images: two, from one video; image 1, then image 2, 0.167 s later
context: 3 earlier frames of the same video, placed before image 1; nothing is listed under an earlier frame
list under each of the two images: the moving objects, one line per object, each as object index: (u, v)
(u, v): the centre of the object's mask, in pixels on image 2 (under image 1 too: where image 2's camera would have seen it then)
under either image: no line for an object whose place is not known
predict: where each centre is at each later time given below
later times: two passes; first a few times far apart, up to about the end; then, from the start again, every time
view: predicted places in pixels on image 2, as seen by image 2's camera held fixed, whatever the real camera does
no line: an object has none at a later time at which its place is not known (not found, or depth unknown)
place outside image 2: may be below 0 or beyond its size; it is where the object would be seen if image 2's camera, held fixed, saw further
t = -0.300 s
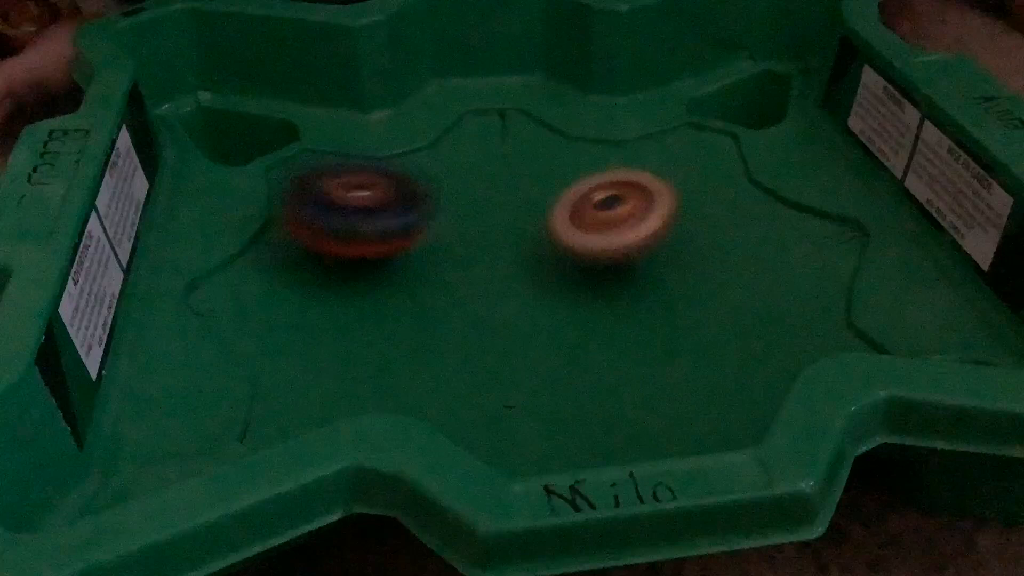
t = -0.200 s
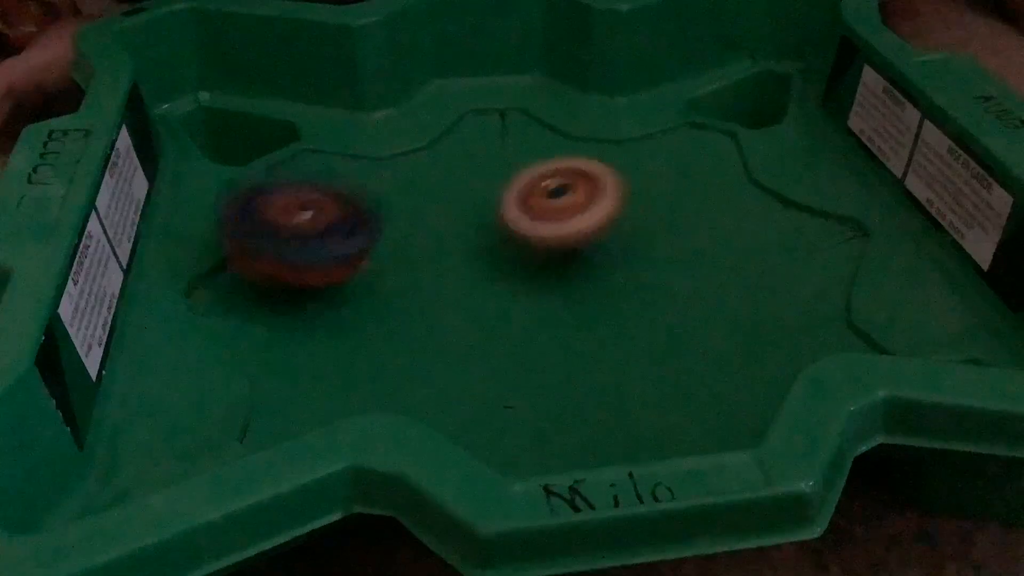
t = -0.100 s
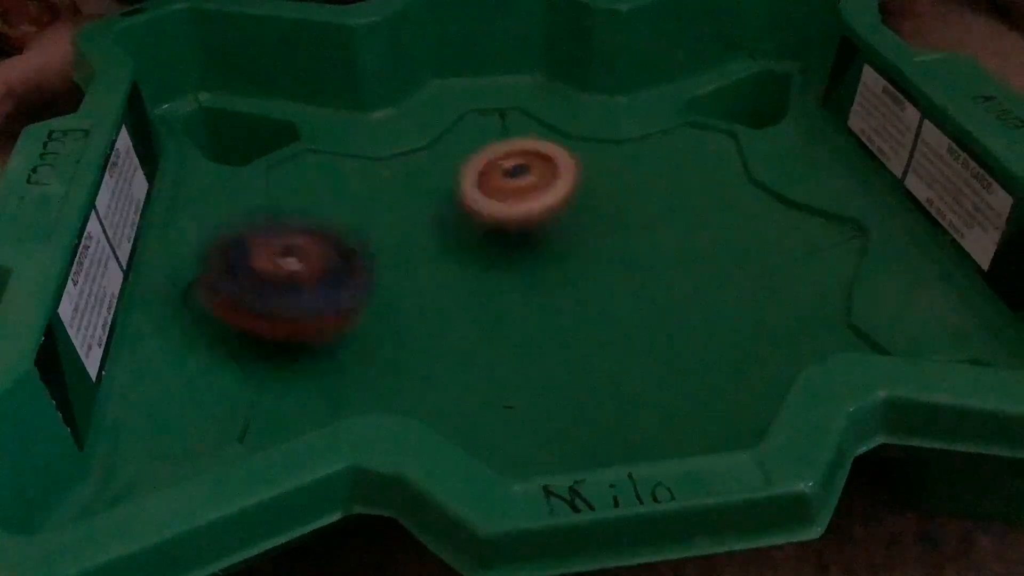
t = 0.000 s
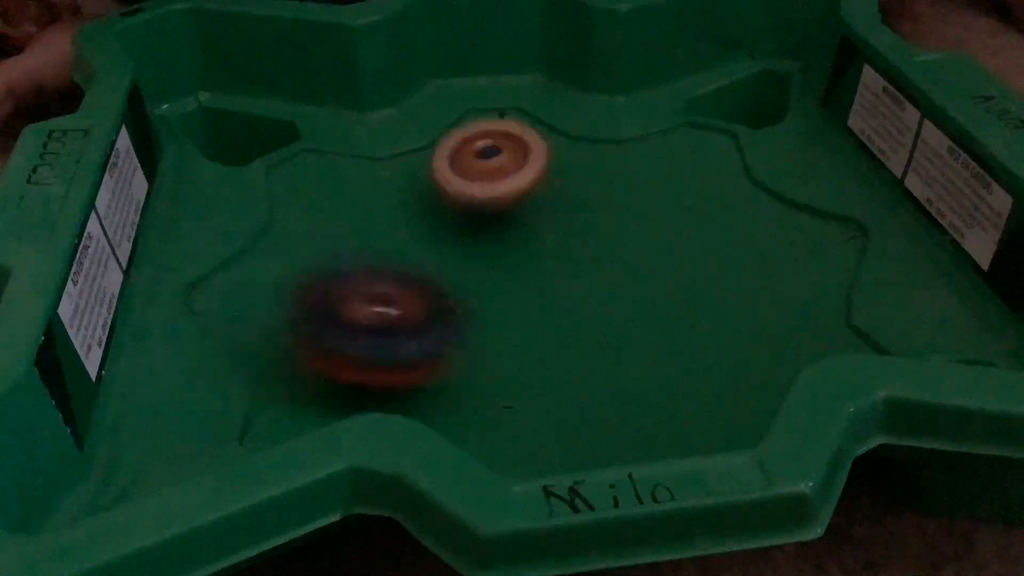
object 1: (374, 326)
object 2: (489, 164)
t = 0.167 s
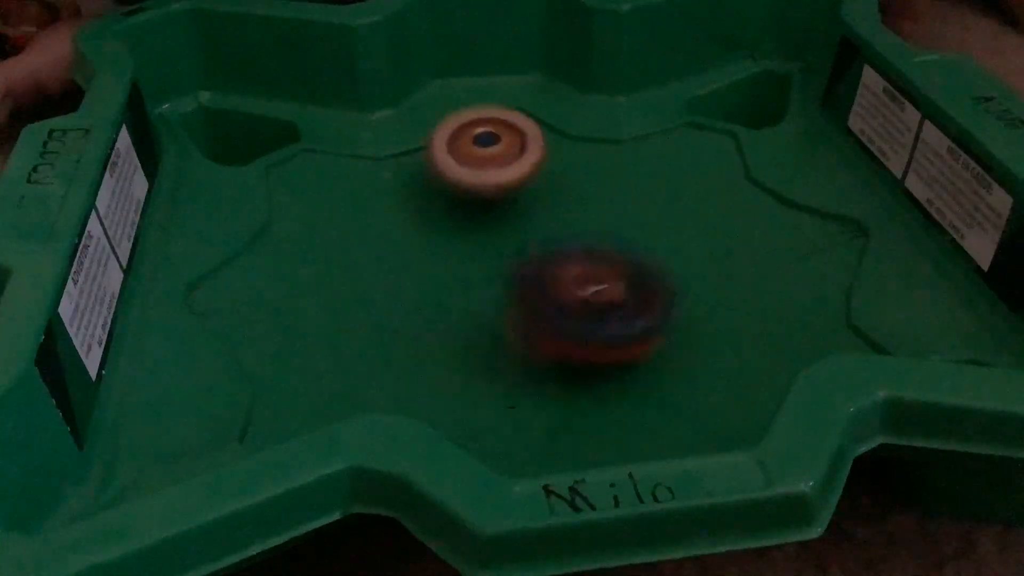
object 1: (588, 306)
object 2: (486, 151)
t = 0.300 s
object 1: (660, 237)
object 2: (501, 155)
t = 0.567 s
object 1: (703, 133)
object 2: (365, 184)
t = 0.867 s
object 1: (527, 188)
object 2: (339, 205)
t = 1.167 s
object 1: (607, 342)
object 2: (351, 297)
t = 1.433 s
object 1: (749, 329)
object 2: (423, 384)
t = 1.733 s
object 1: (577, 270)
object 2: (544, 388)
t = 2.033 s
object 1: (319, 308)
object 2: (635, 335)
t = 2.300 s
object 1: (394, 377)
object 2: (673, 258)
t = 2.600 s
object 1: (558, 270)
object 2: (683, 188)
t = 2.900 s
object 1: (377, 230)
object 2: (640, 190)
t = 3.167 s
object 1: (459, 321)
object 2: (479, 209)
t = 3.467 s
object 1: (695, 287)
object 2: (467, 172)
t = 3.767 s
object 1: (608, 177)
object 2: (431, 247)
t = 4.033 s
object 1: (467, 227)
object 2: (414, 322)
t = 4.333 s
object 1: (565, 219)
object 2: (378, 388)
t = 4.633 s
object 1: (539, 189)
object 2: (333, 396)
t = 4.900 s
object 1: (553, 274)
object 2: (377, 355)
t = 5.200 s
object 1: (683, 286)
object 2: (534, 201)
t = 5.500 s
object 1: (560, 268)
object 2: (548, 158)
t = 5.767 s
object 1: (464, 336)
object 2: (503, 191)
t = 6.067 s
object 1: (554, 335)
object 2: (468, 257)
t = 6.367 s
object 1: (649, 261)
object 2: (472, 282)
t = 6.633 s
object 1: (593, 189)
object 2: (499, 304)
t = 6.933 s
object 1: (463, 222)
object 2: (539, 297)
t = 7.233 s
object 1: (412, 295)
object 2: (599, 293)
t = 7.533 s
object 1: (505, 333)
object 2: (584, 249)
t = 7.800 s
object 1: (546, 318)
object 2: (530, 219)
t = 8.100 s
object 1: (526, 304)
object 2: (473, 207)
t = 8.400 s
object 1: (609, 328)
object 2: (437, 200)
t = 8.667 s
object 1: (590, 290)
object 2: (469, 213)
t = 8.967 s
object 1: (551, 301)
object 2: (510, 193)
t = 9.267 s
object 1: (477, 286)
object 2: (565, 202)
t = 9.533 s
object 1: (452, 270)
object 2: (612, 227)
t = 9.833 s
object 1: (486, 255)
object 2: (655, 252)
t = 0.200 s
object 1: (617, 290)
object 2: (489, 151)
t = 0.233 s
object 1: (639, 273)
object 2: (491, 151)
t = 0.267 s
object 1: (653, 254)
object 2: (495, 152)
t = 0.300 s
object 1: (660, 237)
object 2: (501, 155)
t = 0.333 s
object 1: (662, 218)
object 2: (507, 160)
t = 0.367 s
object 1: (659, 205)
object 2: (512, 167)
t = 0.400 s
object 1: (655, 190)
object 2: (515, 176)
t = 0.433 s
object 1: (676, 174)
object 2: (477, 178)
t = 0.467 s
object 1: (692, 163)
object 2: (437, 179)
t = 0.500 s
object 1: (704, 150)
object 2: (404, 180)
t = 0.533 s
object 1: (707, 141)
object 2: (381, 183)
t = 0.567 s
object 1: (703, 133)
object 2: (365, 184)
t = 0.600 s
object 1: (694, 128)
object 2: (353, 185)
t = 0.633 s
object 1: (681, 123)
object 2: (344, 187)
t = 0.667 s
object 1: (660, 121)
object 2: (337, 189)
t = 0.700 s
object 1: (638, 121)
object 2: (334, 192)
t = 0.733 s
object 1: (613, 126)
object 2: (331, 194)
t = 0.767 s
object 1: (589, 135)
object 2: (330, 196)
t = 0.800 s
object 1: (565, 149)
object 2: (332, 197)
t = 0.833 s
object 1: (544, 166)
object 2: (334, 201)
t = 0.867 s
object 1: (527, 188)
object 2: (339, 205)
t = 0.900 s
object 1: (513, 210)
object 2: (345, 210)
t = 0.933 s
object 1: (506, 232)
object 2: (352, 217)
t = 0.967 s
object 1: (510, 255)
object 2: (349, 223)
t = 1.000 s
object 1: (521, 277)
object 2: (344, 231)
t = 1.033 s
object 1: (532, 297)
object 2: (340, 241)
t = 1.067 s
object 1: (549, 312)
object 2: (339, 254)
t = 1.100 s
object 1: (566, 325)
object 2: (341, 267)
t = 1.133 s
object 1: (587, 336)
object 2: (344, 283)
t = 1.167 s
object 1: (607, 342)
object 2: (351, 297)
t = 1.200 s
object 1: (628, 349)
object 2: (357, 308)
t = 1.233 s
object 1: (648, 352)
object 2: (364, 321)
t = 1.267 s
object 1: (668, 353)
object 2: (370, 333)
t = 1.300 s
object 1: (686, 353)
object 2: (379, 346)
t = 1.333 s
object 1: (704, 349)
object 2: (387, 357)
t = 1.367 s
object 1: (719, 344)
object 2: (399, 367)
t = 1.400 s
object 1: (735, 341)
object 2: (410, 375)
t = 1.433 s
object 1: (749, 329)
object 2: (423, 384)
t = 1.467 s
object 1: (757, 321)
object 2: (438, 391)
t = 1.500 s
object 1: (754, 310)
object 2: (453, 394)
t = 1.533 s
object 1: (743, 300)
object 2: (469, 396)
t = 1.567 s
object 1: (728, 293)
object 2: (484, 397)
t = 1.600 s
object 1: (707, 285)
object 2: (496, 397)
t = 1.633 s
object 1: (680, 280)
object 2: (511, 393)
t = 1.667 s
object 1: (648, 274)
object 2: (524, 389)
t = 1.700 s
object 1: (612, 272)
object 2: (534, 389)
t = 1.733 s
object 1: (577, 270)
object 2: (544, 388)
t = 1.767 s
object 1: (539, 270)
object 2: (553, 385)
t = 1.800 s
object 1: (504, 270)
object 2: (560, 382)
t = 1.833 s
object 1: (472, 271)
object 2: (570, 379)
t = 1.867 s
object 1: (440, 274)
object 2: (579, 373)
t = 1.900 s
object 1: (413, 278)
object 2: (592, 368)
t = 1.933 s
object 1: (385, 283)
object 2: (604, 368)
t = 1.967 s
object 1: (360, 290)
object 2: (617, 352)
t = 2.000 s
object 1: (337, 298)
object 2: (626, 344)
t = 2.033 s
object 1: (319, 308)
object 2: (635, 335)
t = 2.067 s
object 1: (303, 320)
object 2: (644, 326)
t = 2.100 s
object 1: (294, 332)
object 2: (650, 319)
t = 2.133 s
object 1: (289, 346)
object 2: (657, 310)
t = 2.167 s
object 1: (290, 361)
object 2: (662, 299)
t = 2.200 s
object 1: (304, 369)
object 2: (667, 289)
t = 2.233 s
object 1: (324, 374)
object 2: (670, 279)
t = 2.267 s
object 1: (356, 377)
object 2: (673, 269)
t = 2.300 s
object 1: (394, 377)
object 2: (673, 258)
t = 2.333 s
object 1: (435, 377)
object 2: (674, 251)
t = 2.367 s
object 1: (470, 372)
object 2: (673, 242)
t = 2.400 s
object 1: (502, 359)
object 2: (673, 236)
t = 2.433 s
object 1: (530, 345)
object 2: (673, 229)
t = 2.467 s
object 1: (551, 328)
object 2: (674, 222)
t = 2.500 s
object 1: (565, 309)
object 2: (674, 216)
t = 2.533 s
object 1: (575, 290)
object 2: (674, 211)
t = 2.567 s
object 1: (571, 279)
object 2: (678, 199)
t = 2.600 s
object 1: (558, 270)
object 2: (683, 188)
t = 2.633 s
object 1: (541, 260)
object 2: (686, 180)
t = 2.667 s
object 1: (524, 248)
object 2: (688, 174)
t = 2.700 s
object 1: (504, 236)
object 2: (688, 170)
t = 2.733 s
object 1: (483, 229)
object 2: (687, 169)
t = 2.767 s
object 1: (459, 223)
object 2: (682, 170)
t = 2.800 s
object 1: (436, 221)
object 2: (673, 173)
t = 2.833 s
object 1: (414, 221)
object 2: (662, 179)
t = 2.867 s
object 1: (395, 224)
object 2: (651, 184)
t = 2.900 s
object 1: (377, 230)
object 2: (640, 190)
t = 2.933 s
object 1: (367, 238)
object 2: (628, 196)
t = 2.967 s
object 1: (361, 251)
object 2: (615, 203)
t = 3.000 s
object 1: (360, 264)
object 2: (598, 209)
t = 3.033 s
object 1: (367, 276)
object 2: (575, 214)
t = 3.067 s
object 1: (383, 289)
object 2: (549, 220)
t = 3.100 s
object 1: (410, 299)
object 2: (523, 222)
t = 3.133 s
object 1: (436, 306)
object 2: (497, 221)
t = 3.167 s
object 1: (459, 321)
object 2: (479, 209)
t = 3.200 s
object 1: (485, 337)
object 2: (469, 193)
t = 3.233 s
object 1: (515, 345)
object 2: (461, 180)
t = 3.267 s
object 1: (548, 348)
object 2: (457, 170)
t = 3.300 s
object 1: (580, 346)
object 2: (454, 166)
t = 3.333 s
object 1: (611, 340)
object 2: (455, 163)
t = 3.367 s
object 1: (640, 329)
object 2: (455, 164)
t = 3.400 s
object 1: (664, 317)
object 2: (458, 165)
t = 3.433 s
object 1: (683, 303)
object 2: (462, 168)
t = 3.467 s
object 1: (695, 287)
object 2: (467, 172)
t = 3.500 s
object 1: (700, 274)
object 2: (471, 178)
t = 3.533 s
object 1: (700, 255)
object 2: (476, 184)
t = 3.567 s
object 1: (690, 240)
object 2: (479, 191)
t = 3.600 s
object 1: (676, 227)
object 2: (484, 199)
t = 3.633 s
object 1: (657, 215)
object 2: (488, 205)
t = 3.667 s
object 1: (633, 206)
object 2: (492, 214)
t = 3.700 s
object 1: (625, 193)
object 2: (471, 223)
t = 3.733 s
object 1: (619, 183)
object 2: (446, 236)
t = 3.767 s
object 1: (608, 177)
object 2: (431, 247)
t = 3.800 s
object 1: (592, 172)
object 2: (424, 258)
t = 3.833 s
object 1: (572, 170)
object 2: (419, 267)
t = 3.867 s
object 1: (551, 172)
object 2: (415, 278)
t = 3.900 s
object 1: (528, 177)
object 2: (411, 287)
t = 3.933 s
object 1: (508, 186)
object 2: (411, 296)
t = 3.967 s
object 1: (490, 198)
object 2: (410, 306)
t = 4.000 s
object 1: (475, 212)
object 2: (411, 314)
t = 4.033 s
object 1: (467, 227)
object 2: (414, 322)
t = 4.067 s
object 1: (465, 244)
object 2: (417, 329)
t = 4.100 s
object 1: (465, 258)
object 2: (420, 342)
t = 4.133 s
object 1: (474, 269)
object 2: (417, 357)
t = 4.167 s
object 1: (494, 262)
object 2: (416, 380)
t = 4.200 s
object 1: (514, 254)
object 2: (412, 387)
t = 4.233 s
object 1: (532, 242)
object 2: (406, 383)
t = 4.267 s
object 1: (546, 235)
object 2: (400, 389)
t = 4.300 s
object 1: (556, 225)
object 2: (389, 387)
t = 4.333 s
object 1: (565, 219)
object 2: (378, 388)
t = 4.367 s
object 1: (572, 211)
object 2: (367, 388)
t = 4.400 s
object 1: (575, 202)
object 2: (362, 393)
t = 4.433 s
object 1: (575, 193)
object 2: (359, 395)
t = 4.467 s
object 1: (573, 187)
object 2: (358, 394)
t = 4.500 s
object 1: (568, 182)
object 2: (362, 393)
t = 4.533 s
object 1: (561, 181)
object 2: (364, 391)
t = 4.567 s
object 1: (555, 181)
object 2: (359, 390)
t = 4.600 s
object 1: (547, 185)
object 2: (344, 394)
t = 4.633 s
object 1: (539, 189)
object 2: (333, 396)
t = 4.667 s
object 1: (532, 198)
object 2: (333, 398)
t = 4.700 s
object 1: (528, 206)
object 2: (337, 397)
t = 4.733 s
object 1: (524, 216)
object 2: (345, 394)
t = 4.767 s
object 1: (522, 228)
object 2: (345, 389)
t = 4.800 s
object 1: (524, 239)
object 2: (348, 386)
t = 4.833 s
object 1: (532, 254)
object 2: (351, 381)
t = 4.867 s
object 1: (542, 265)
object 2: (362, 370)
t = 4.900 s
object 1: (553, 274)
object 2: (377, 355)
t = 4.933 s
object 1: (566, 283)
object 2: (394, 334)
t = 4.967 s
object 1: (583, 289)
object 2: (412, 316)
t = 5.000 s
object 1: (600, 295)
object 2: (431, 298)
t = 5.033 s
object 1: (617, 297)
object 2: (449, 281)
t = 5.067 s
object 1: (633, 299)
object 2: (468, 264)
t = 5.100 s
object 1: (650, 298)
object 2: (486, 246)
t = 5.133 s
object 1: (664, 296)
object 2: (503, 230)
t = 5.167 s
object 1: (675, 293)
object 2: (520, 213)
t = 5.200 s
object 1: (683, 286)
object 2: (534, 201)
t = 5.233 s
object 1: (687, 278)
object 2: (545, 192)
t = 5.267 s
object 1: (684, 273)
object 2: (554, 183)
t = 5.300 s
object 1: (674, 266)
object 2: (560, 177)
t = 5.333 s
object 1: (660, 259)
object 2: (563, 173)
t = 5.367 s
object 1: (645, 256)
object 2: (564, 170)
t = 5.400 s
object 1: (622, 253)
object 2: (563, 169)
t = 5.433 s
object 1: (601, 254)
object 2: (559, 163)
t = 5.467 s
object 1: (581, 258)
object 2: (554, 159)
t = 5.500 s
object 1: (560, 268)
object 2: (548, 158)
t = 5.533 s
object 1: (540, 273)
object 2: (542, 158)
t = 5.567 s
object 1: (521, 282)
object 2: (537, 160)
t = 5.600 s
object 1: (504, 291)
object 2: (532, 163)
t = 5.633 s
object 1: (491, 298)
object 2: (527, 167)
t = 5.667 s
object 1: (479, 306)
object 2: (522, 171)
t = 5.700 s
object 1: (468, 317)
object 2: (516, 177)
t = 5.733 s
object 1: (465, 327)
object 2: (510, 183)
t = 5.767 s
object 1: (464, 336)
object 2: (503, 191)
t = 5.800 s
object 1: (464, 342)
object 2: (498, 198)
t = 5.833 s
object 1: (466, 349)
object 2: (492, 206)
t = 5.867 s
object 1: (475, 352)
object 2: (487, 215)
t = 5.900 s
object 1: (487, 356)
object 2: (483, 225)
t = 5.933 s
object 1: (500, 355)
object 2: (481, 233)
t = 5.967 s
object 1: (516, 355)
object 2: (479, 241)
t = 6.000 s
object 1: (529, 348)
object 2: (479, 249)
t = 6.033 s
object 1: (541, 339)
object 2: (477, 256)
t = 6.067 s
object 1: (554, 335)
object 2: (468, 257)
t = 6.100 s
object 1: (570, 333)
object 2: (461, 258)
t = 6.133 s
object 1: (584, 326)
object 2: (457, 258)
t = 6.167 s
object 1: (594, 316)
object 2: (457, 259)
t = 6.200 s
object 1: (600, 308)
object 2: (461, 265)
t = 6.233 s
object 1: (614, 299)
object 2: (463, 270)
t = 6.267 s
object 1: (629, 291)
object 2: (458, 272)
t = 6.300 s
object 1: (641, 279)
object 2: (459, 275)
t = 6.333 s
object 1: (647, 271)
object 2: (465, 278)
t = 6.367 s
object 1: (649, 261)
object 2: (472, 282)
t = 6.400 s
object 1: (647, 253)
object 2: (481, 285)
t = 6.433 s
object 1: (640, 244)
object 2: (491, 288)
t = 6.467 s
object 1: (630, 237)
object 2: (500, 288)
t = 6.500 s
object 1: (618, 229)
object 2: (507, 293)
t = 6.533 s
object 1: (618, 217)
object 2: (501, 299)
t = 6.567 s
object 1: (614, 207)
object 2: (496, 302)
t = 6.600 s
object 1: (605, 196)
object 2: (495, 303)
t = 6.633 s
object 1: (593, 189)
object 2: (499, 304)
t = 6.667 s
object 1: (580, 183)
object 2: (504, 306)
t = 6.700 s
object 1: (563, 179)
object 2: (508, 306)
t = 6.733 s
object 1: (547, 177)
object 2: (514, 307)
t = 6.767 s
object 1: (530, 178)
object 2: (518, 305)
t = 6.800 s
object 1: (512, 182)
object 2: (522, 305)
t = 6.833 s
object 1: (496, 190)
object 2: (528, 303)
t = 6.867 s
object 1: (481, 198)
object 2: (532, 302)
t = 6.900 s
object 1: (472, 209)
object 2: (535, 300)
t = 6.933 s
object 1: (463, 222)
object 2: (539, 297)
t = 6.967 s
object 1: (456, 230)
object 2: (547, 298)
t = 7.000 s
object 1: (449, 239)
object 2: (560, 299)
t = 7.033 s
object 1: (442, 248)
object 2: (564, 300)
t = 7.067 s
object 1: (436, 258)
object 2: (571, 299)
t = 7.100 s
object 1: (425, 265)
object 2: (586, 300)
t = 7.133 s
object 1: (418, 273)
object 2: (589, 299)
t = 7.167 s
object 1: (411, 282)
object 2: (593, 296)
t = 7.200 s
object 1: (412, 287)
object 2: (596, 295)
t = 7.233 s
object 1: (412, 295)
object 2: (599, 293)
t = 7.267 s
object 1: (419, 305)
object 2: (599, 290)
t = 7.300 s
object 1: (429, 311)
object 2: (599, 286)
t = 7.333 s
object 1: (442, 316)
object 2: (598, 283)
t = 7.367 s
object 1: (453, 322)
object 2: (601, 276)
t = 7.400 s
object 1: (464, 325)
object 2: (598, 271)
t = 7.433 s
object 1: (474, 328)
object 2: (597, 265)
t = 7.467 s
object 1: (484, 332)
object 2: (592, 261)
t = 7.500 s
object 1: (498, 332)
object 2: (588, 255)
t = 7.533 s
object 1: (505, 333)
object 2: (584, 249)
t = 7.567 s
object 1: (506, 335)
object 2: (580, 240)
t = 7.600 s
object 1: (510, 337)
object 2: (573, 234)
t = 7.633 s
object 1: (517, 341)
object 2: (567, 231)
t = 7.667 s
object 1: (525, 341)
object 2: (560, 227)
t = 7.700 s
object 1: (533, 339)
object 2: (554, 224)
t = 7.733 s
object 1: (539, 334)
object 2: (547, 221)
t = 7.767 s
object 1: (546, 325)
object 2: (539, 221)
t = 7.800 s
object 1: (546, 318)
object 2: (530, 219)
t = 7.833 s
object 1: (546, 308)
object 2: (523, 217)
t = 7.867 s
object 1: (541, 306)
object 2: (515, 213)
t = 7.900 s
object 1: (541, 306)
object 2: (506, 205)
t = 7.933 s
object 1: (537, 308)
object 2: (498, 204)
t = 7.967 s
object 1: (535, 308)
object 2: (493, 202)
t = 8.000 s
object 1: (532, 307)
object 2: (487, 203)
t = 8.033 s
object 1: (527, 306)
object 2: (481, 205)
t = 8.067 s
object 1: (527, 307)
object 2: (477, 205)
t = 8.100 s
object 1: (526, 304)
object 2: (473, 207)
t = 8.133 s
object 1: (524, 302)
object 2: (469, 211)
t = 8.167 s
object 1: (521, 301)
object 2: (464, 212)
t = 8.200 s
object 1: (529, 310)
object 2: (451, 203)
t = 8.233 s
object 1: (543, 319)
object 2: (440, 196)
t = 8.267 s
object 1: (557, 325)
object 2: (432, 194)
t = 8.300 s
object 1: (571, 328)
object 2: (434, 195)
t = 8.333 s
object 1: (581, 331)
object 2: (434, 196)
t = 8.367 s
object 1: (594, 331)
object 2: (434, 197)
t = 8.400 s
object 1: (609, 328)
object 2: (437, 200)
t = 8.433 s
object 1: (617, 321)
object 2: (439, 202)
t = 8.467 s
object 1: (625, 315)
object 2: (444, 205)
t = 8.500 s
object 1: (623, 307)
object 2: (451, 211)
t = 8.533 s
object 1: (618, 301)
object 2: (457, 217)
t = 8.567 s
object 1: (608, 294)
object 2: (466, 221)
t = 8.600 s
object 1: (594, 287)
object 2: (475, 225)
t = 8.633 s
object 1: (592, 288)
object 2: (475, 219)
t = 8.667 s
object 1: (590, 290)
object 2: (469, 213)
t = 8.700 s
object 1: (585, 292)
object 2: (466, 211)
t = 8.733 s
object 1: (583, 294)
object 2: (467, 206)
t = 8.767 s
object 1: (580, 298)
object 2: (475, 204)
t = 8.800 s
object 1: (581, 299)
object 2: (480, 201)
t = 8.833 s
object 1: (575, 301)
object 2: (485, 200)
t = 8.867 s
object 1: (570, 302)
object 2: (493, 197)
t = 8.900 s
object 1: (563, 303)
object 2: (498, 197)
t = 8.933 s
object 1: (561, 302)
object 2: (505, 193)
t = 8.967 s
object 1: (551, 301)
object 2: (510, 193)
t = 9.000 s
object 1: (542, 300)
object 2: (516, 193)
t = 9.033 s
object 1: (530, 300)
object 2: (522, 193)
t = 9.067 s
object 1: (525, 300)
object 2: (530, 193)
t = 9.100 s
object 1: (516, 297)
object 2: (534, 194)
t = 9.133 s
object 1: (507, 296)
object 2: (541, 194)
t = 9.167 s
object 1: (499, 293)
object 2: (547, 195)
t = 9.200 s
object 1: (491, 290)
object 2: (553, 197)
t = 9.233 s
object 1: (485, 289)
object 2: (560, 200)
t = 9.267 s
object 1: (477, 286)
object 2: (565, 202)
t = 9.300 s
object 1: (474, 283)
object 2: (571, 206)
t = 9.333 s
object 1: (467, 280)
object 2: (576, 208)
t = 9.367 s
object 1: (463, 279)
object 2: (583, 211)
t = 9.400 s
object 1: (459, 276)
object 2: (589, 214)
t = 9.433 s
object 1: (455, 276)
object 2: (595, 217)
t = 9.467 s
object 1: (452, 274)
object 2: (601, 221)
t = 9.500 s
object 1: (451, 273)
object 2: (607, 225)
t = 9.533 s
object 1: (452, 270)
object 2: (612, 227)
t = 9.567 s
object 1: (454, 268)
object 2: (617, 230)
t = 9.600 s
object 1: (455, 267)
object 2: (622, 234)
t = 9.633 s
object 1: (463, 265)
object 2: (627, 237)
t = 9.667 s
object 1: (464, 264)
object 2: (632, 240)
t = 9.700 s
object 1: (472, 260)
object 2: (635, 242)
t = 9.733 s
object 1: (476, 260)
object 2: (638, 246)
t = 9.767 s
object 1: (481, 257)
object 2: (641, 248)
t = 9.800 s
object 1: (486, 256)
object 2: (644, 251)
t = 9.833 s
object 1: (486, 255)
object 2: (655, 252)
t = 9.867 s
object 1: (468, 249)
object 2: (694, 261)
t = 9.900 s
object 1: (454, 247)
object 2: (721, 264)
